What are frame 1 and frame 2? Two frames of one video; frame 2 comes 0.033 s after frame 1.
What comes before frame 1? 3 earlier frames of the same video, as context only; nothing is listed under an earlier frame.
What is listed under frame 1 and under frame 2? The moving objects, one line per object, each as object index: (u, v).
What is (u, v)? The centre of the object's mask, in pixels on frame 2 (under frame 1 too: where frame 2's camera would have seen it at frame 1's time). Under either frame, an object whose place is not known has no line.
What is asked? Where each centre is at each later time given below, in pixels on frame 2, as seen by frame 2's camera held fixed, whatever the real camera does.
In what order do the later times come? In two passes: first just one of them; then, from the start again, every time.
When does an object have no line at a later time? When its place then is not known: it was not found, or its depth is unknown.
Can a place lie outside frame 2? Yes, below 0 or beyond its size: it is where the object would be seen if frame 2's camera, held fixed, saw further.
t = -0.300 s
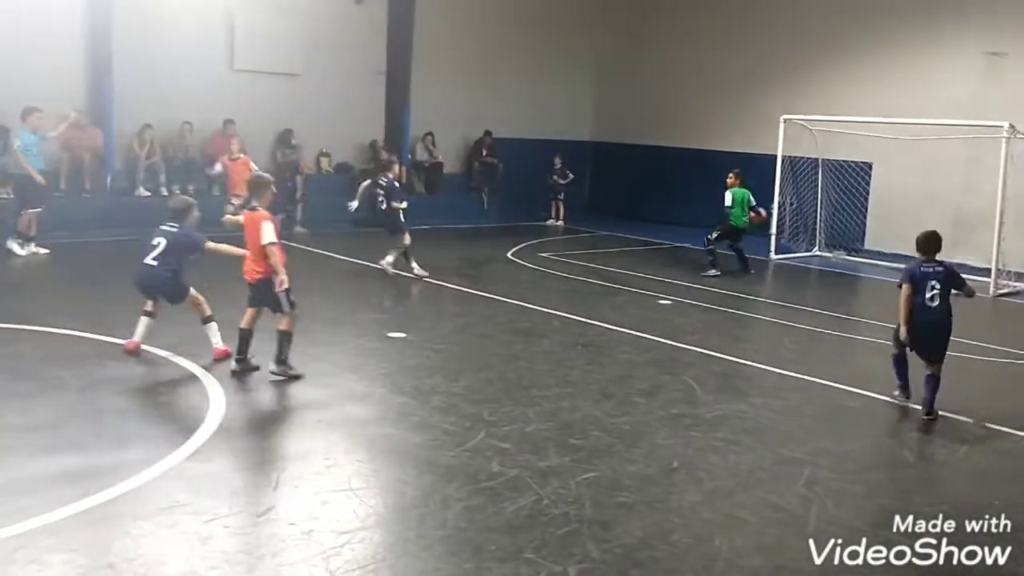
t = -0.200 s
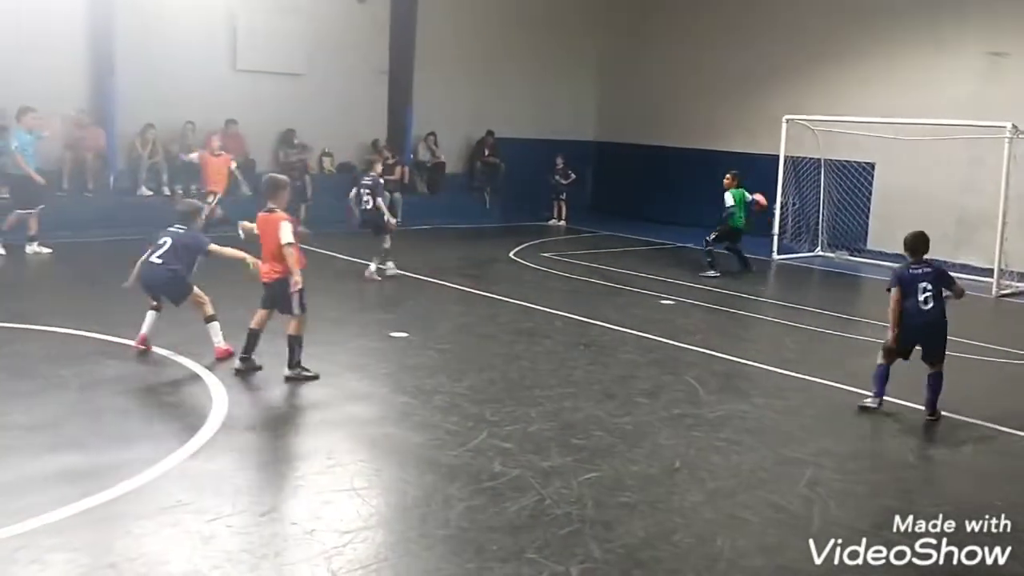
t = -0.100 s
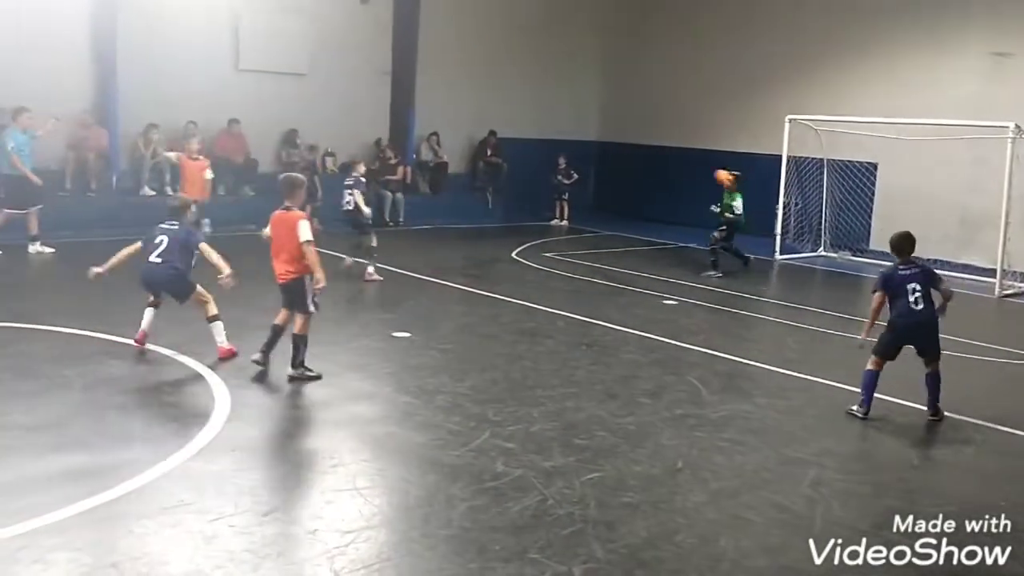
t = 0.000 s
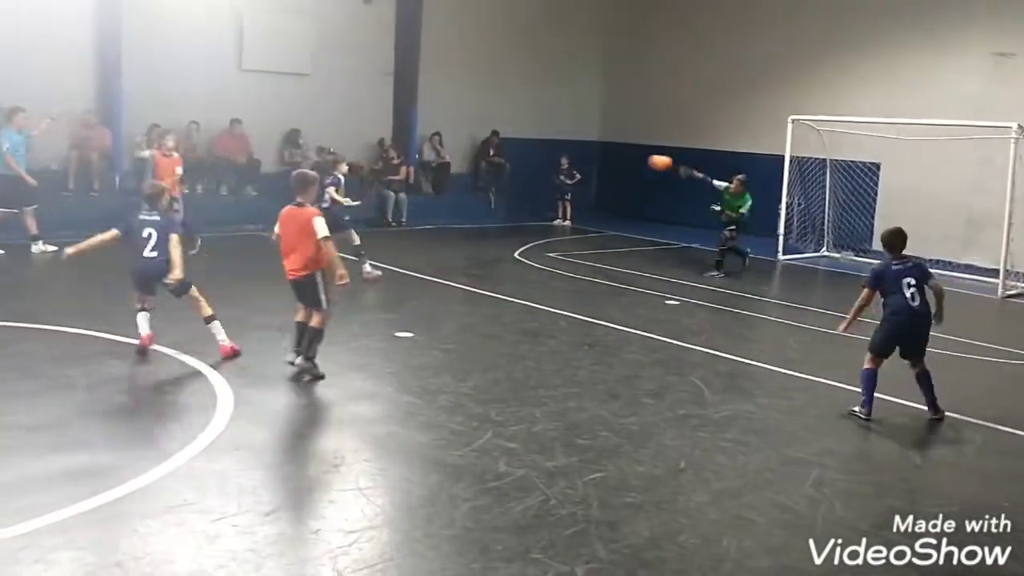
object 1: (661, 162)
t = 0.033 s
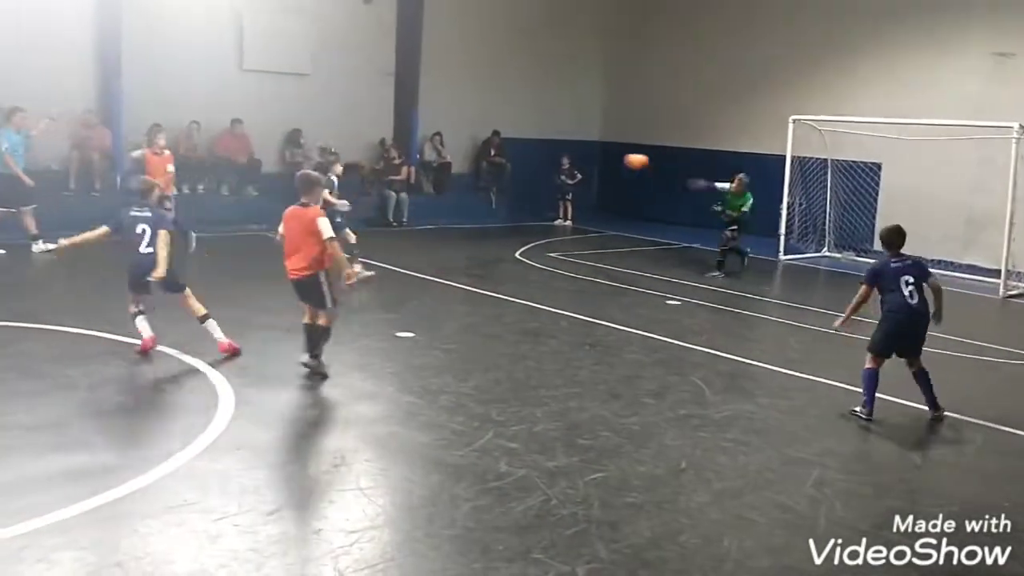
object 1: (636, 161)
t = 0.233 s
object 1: (466, 171)
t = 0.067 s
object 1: (610, 161)
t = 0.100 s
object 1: (583, 161)
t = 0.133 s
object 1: (555, 163)
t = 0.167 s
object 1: (526, 165)
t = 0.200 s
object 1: (496, 168)
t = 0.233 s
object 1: (466, 171)
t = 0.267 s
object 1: (434, 176)
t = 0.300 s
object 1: (400, 182)
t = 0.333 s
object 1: (364, 188)
